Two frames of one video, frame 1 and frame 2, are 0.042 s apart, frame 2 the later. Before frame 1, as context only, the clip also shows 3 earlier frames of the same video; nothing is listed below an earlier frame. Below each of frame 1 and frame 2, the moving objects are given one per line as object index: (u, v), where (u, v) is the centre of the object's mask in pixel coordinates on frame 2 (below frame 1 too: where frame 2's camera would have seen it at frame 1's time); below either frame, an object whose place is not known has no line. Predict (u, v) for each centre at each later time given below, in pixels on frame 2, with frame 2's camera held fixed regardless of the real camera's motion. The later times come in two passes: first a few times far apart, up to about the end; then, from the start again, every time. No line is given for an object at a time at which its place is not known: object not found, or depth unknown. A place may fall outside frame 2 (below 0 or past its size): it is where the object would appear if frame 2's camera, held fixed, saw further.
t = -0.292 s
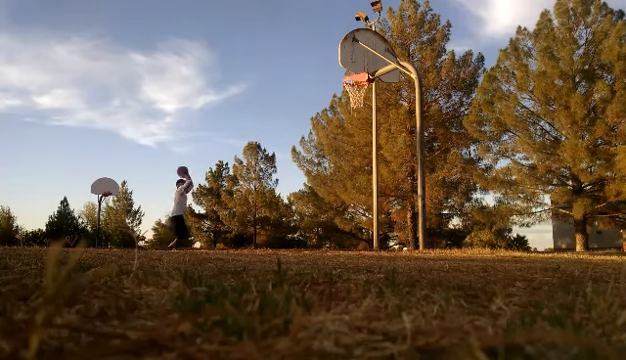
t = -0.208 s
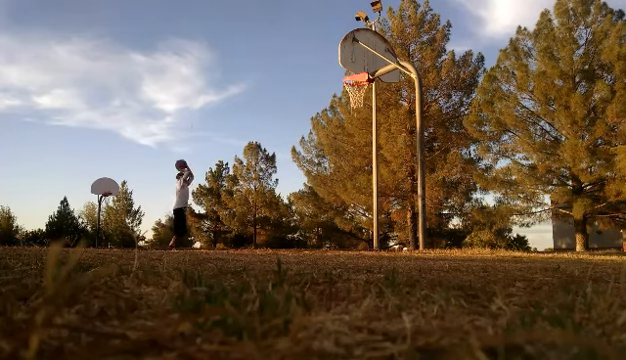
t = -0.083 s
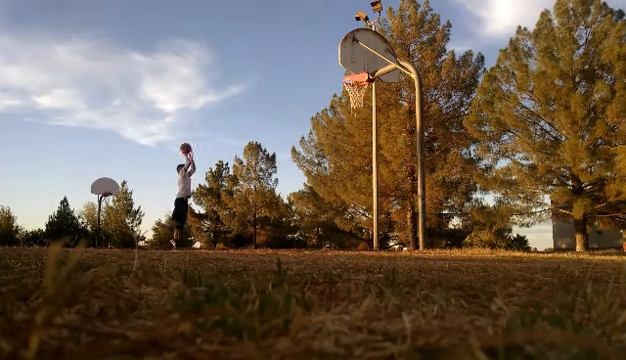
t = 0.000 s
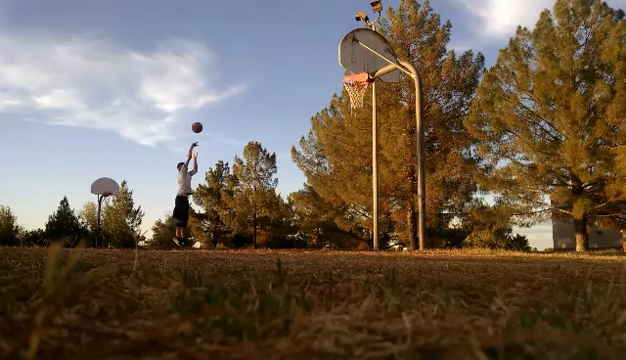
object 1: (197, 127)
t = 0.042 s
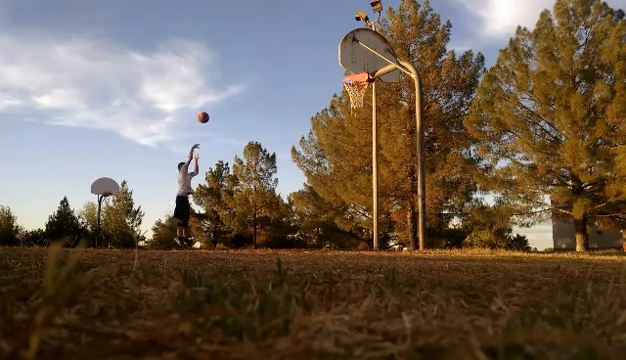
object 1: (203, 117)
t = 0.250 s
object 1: (235, 76)
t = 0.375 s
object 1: (256, 60)
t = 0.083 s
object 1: (209, 107)
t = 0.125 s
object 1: (216, 99)
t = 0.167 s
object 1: (222, 91)
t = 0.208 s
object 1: (229, 83)
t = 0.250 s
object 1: (235, 76)
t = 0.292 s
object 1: (242, 71)
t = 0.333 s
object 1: (249, 65)
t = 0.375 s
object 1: (256, 60)
